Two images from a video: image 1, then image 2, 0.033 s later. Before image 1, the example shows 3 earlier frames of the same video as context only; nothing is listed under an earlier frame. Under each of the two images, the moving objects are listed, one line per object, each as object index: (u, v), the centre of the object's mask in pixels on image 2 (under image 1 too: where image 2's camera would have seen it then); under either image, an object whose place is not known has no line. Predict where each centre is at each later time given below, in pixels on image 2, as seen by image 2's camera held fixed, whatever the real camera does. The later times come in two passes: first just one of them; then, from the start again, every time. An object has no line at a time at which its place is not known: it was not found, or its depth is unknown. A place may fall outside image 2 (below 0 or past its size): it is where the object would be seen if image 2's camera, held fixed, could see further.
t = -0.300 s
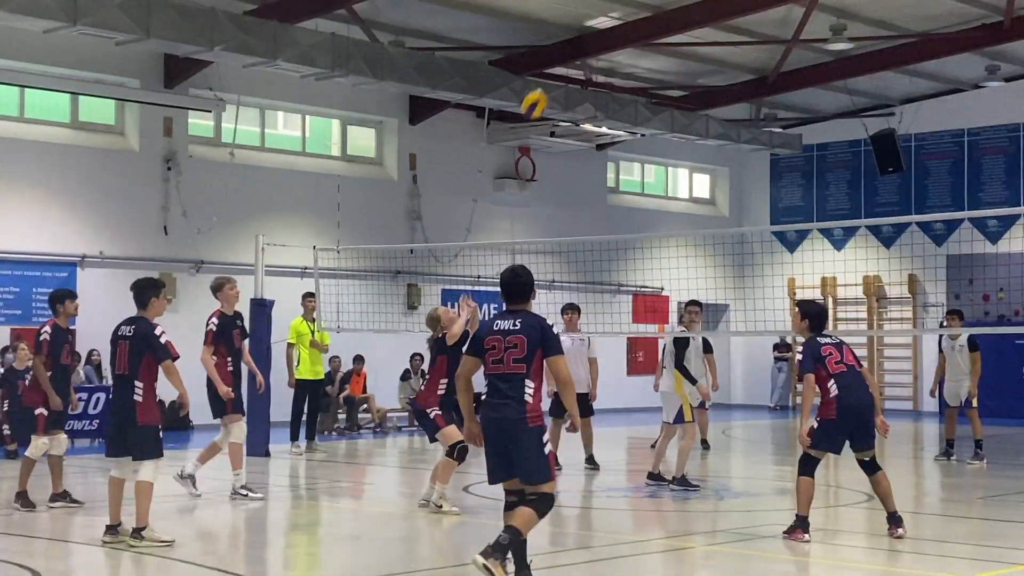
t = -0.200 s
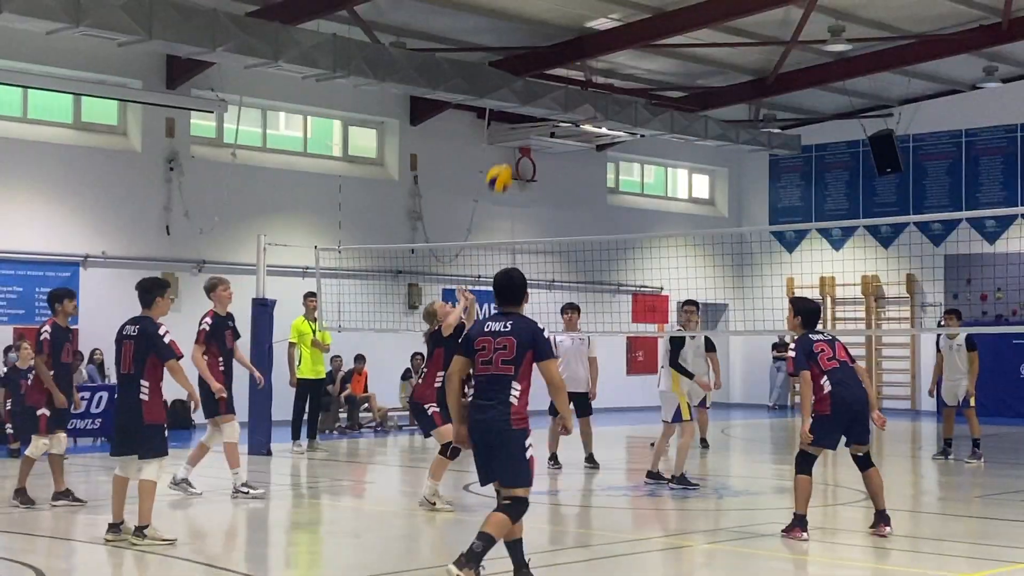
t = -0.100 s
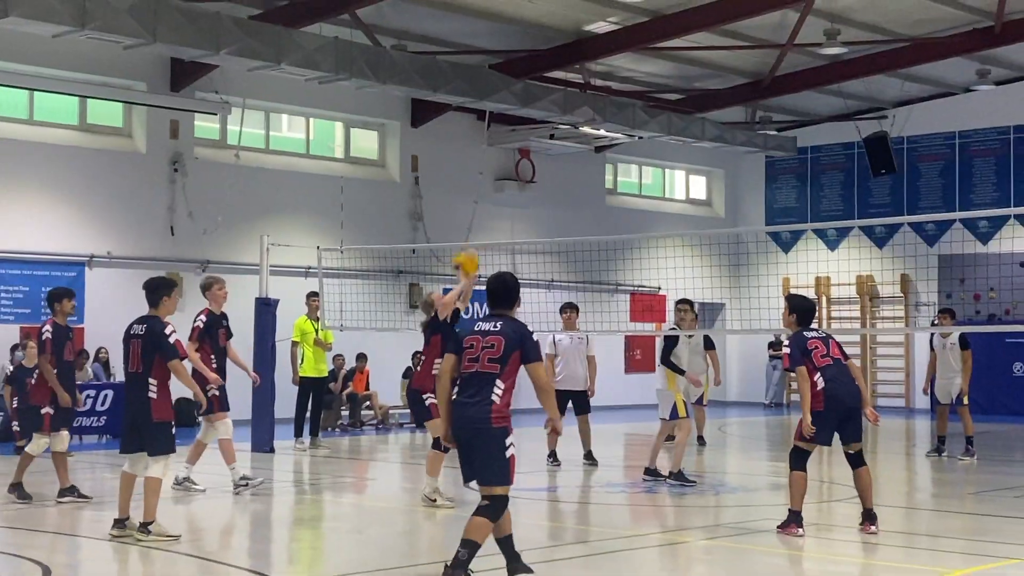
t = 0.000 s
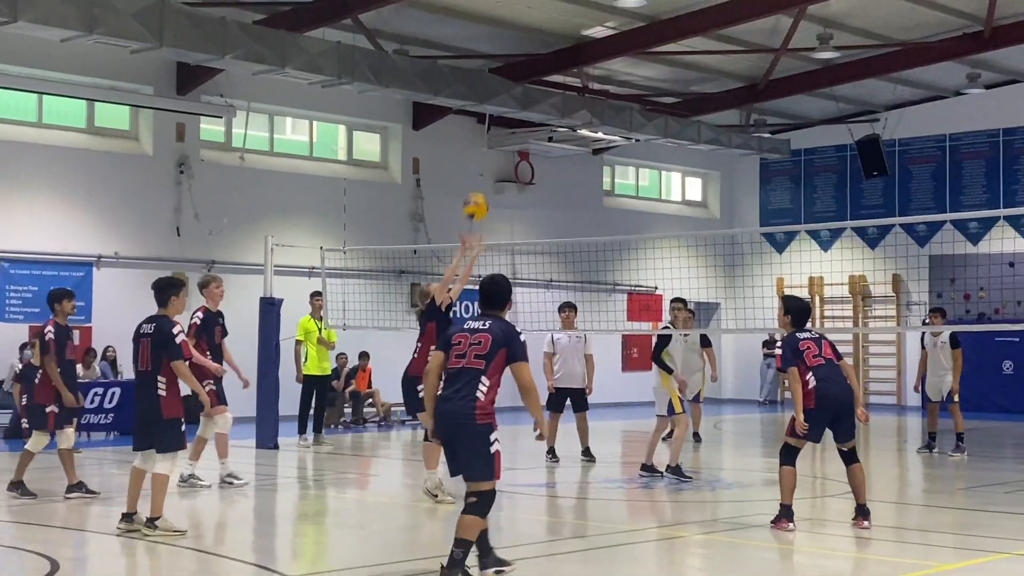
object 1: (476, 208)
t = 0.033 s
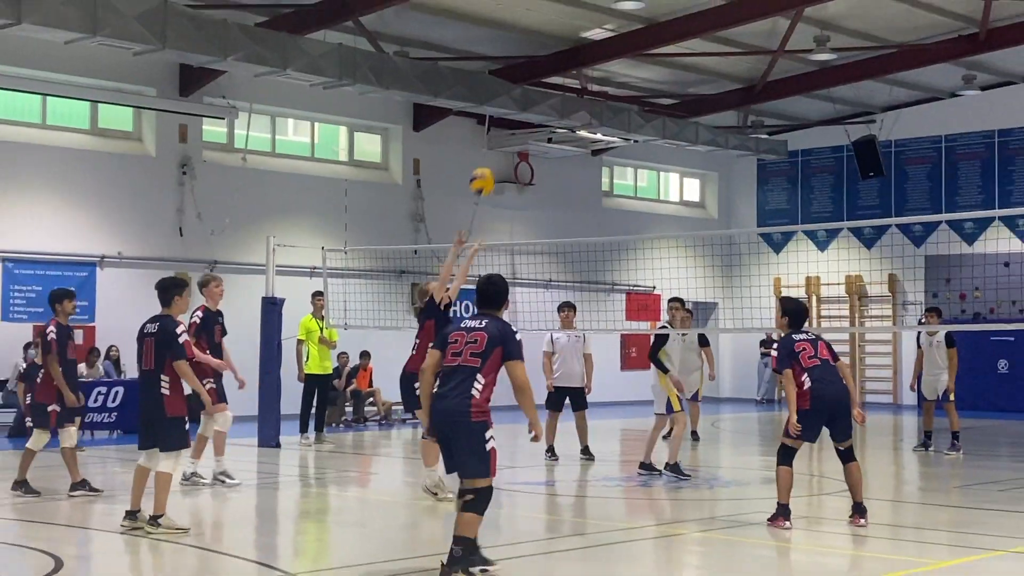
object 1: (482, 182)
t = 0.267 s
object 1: (529, 38)
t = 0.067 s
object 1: (489, 157)
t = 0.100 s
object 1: (495, 135)
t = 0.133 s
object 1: (502, 112)
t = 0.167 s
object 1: (509, 92)
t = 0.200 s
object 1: (516, 73)
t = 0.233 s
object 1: (522, 54)
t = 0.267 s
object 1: (529, 38)
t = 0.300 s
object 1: (536, 22)
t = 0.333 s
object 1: (542, 7)
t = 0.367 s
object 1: (549, -2)
